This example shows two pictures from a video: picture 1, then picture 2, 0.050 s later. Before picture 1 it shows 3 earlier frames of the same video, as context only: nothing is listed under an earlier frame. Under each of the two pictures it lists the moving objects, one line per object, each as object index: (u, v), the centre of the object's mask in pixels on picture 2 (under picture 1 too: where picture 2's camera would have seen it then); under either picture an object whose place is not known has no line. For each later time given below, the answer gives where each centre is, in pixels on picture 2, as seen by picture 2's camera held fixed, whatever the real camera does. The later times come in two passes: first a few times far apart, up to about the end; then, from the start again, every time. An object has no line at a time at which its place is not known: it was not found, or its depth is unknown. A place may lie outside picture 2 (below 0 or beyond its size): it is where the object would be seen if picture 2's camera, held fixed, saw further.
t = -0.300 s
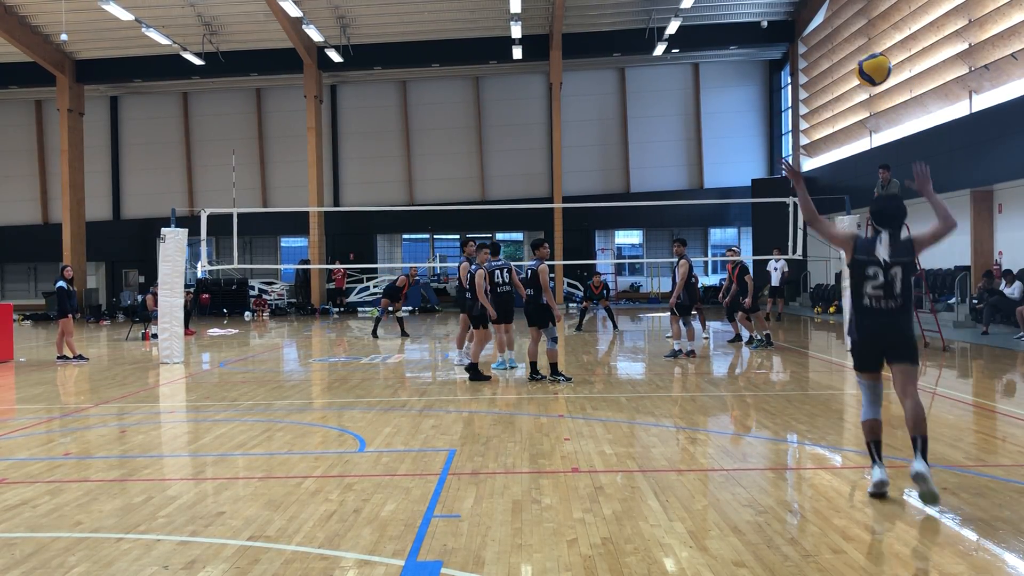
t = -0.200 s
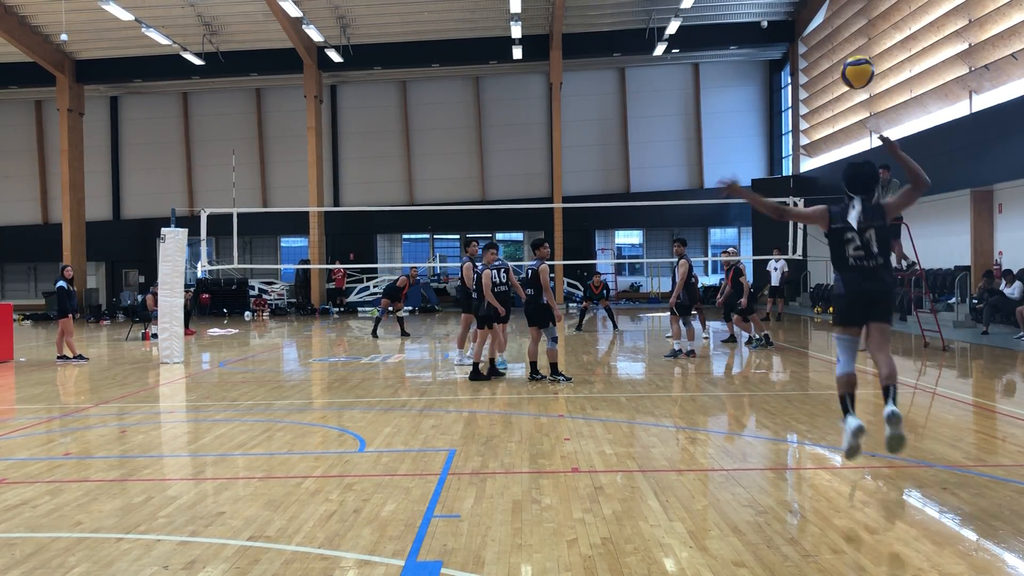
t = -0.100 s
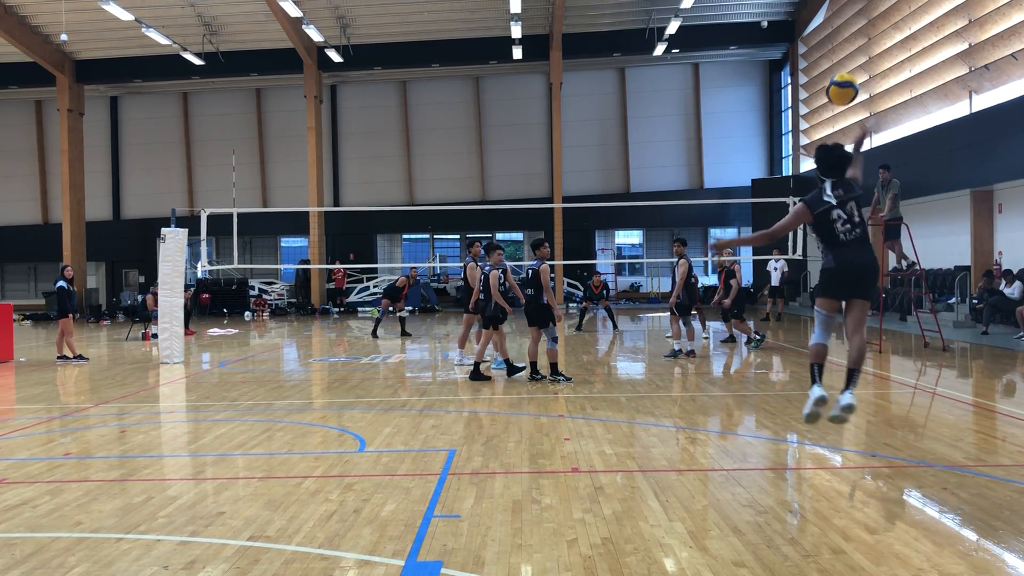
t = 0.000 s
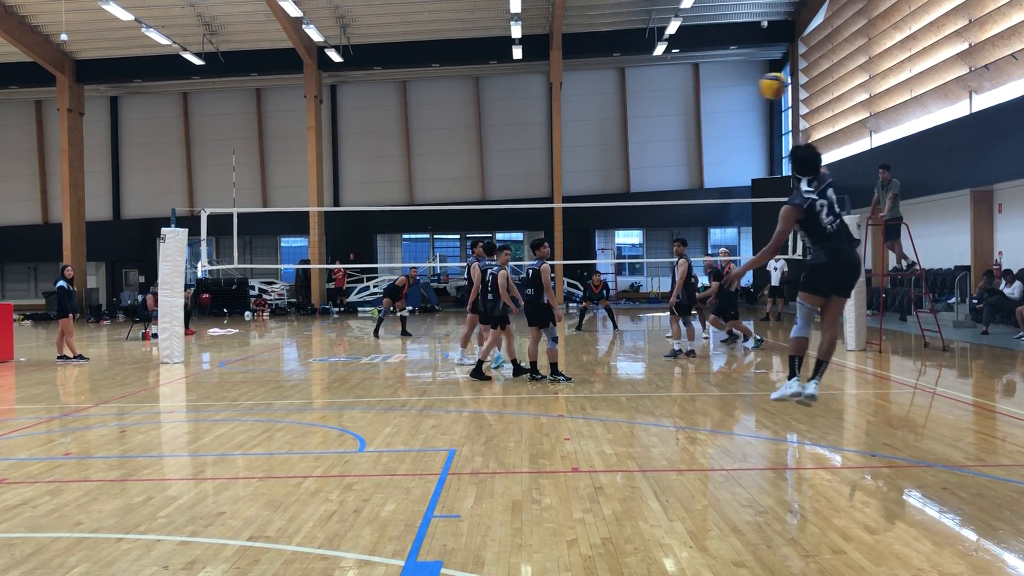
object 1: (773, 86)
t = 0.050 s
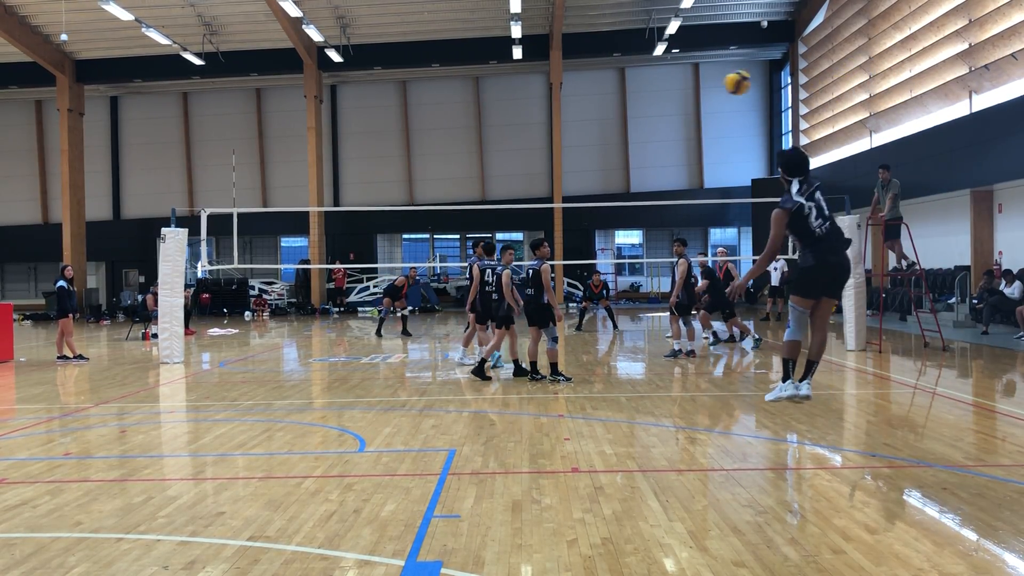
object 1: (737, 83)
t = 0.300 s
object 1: (619, 101)
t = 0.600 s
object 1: (550, 151)
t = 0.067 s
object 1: (726, 82)
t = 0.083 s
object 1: (716, 82)
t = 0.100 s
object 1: (706, 82)
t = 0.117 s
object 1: (697, 83)
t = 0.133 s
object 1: (688, 84)
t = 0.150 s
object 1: (680, 85)
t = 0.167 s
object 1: (672, 86)
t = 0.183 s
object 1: (664, 87)
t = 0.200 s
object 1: (657, 89)
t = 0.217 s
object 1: (650, 90)
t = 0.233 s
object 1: (643, 92)
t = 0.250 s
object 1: (637, 94)
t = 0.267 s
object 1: (630, 97)
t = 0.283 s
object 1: (624, 99)
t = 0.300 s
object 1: (619, 101)
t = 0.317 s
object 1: (614, 103)
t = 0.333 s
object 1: (608, 105)
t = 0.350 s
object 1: (603, 109)
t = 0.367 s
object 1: (599, 111)
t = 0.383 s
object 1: (594, 113)
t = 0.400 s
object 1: (590, 116)
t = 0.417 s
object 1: (586, 119)
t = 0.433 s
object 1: (582, 121)
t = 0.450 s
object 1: (578, 124)
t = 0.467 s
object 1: (575, 127)
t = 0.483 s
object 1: (571, 130)
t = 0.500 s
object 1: (568, 133)
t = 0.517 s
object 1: (564, 136)
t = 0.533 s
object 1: (561, 138)
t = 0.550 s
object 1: (558, 141)
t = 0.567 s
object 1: (556, 145)
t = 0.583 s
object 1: (553, 148)
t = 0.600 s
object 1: (550, 151)
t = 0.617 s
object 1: (548, 154)
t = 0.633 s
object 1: (545, 158)
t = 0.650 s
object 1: (543, 161)
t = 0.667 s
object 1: (541, 165)
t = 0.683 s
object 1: (538, 168)
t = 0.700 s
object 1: (536, 172)
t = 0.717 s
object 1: (534, 175)
